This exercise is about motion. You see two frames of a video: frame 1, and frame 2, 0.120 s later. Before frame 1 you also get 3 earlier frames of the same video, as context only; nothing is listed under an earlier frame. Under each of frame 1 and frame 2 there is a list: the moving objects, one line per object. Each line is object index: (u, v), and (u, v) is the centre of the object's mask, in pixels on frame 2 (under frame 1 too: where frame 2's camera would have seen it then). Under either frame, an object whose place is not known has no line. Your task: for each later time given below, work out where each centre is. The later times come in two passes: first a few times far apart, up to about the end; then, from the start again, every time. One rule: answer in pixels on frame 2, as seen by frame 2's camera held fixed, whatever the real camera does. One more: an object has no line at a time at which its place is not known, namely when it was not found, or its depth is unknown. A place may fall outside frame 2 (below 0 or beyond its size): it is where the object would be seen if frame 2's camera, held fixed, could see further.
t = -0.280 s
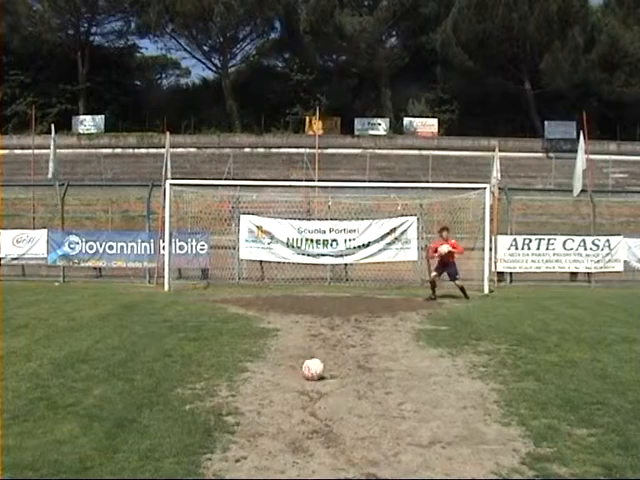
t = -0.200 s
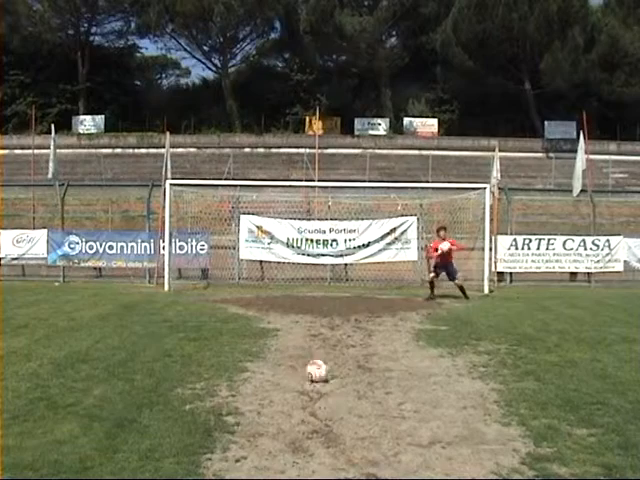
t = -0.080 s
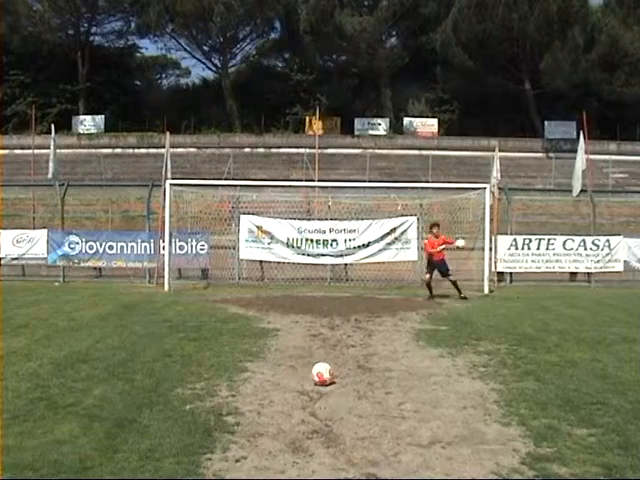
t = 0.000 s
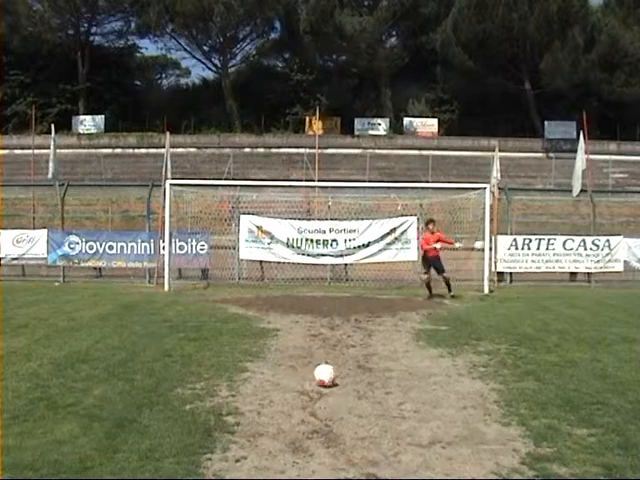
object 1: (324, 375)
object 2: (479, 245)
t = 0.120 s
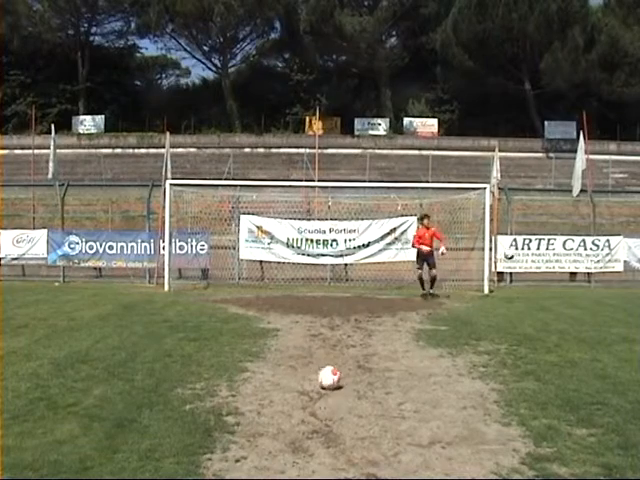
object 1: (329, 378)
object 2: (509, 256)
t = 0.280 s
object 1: (333, 381)
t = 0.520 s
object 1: (341, 385)
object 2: (597, 297)
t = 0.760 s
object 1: (348, 388)
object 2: (626, 286)
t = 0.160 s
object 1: (330, 378)
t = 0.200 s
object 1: (331, 379)
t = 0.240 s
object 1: (332, 381)
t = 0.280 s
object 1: (333, 381)
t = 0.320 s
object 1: (335, 381)
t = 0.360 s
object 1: (336, 383)
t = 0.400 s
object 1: (338, 384)
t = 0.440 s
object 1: (339, 385)
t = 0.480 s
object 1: (340, 385)
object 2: (592, 301)
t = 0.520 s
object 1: (341, 385)
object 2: (597, 297)
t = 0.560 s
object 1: (343, 386)
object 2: (602, 292)
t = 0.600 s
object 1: (344, 387)
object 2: (606, 289)
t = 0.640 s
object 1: (346, 388)
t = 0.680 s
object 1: (346, 388)
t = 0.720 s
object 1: (347, 388)
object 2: (621, 285)
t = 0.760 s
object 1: (348, 388)
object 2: (626, 286)
